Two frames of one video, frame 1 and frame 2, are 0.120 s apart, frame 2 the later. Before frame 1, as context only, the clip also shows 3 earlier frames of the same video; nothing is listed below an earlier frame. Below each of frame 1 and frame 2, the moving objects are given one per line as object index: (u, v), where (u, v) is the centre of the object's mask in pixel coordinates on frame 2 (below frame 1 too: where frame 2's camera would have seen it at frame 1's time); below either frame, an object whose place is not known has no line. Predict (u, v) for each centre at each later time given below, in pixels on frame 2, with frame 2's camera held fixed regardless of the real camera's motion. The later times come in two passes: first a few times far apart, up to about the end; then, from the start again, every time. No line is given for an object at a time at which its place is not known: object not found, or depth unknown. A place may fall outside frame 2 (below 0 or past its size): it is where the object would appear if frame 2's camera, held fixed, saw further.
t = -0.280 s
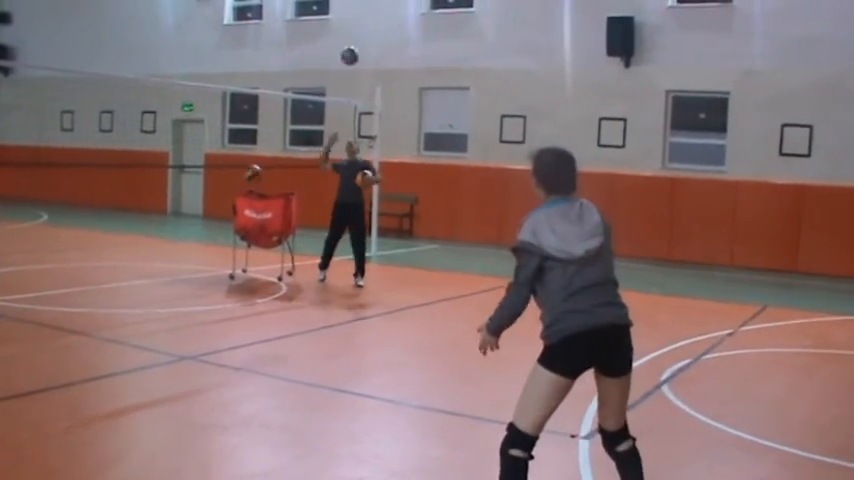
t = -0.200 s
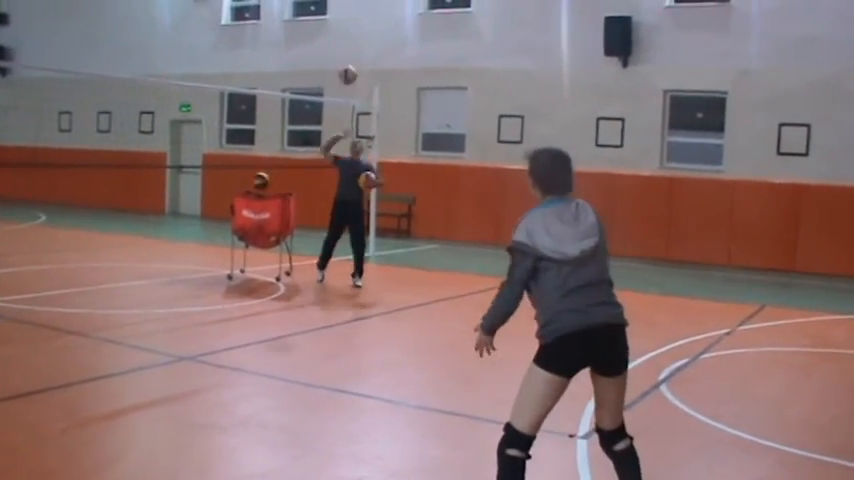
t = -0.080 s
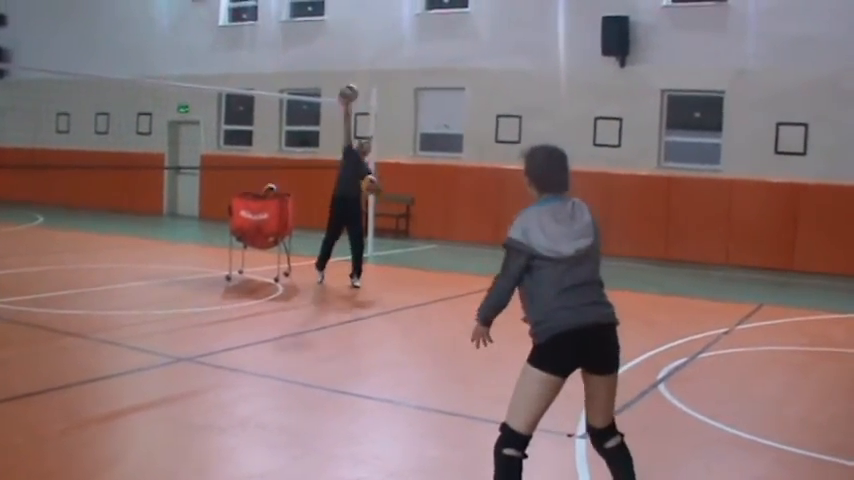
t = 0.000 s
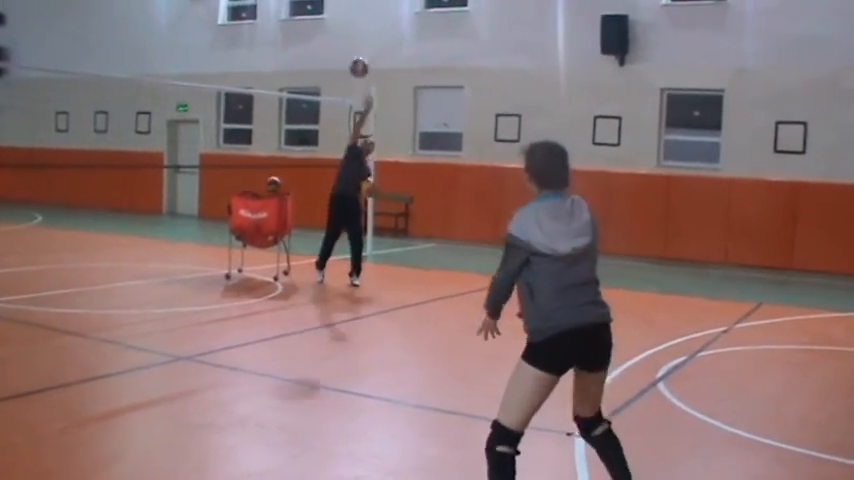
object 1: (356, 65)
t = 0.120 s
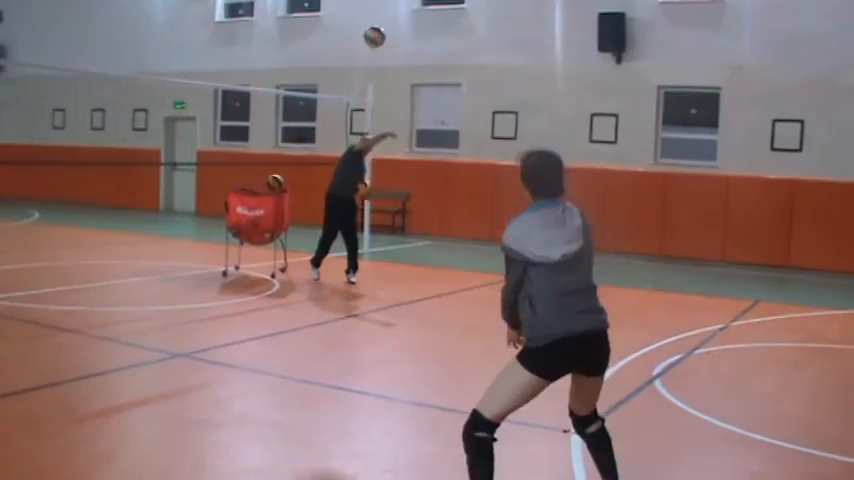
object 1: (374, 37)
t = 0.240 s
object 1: (396, 19)
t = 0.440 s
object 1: (440, 29)
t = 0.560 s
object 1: (473, 67)
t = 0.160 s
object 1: (381, 29)
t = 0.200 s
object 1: (388, 23)
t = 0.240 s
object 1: (396, 19)
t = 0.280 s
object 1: (404, 17)
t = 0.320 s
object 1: (412, 17)
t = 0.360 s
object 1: (420, 18)
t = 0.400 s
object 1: (430, 22)
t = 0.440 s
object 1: (440, 29)
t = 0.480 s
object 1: (450, 38)
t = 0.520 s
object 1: (461, 51)
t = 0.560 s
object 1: (473, 67)
